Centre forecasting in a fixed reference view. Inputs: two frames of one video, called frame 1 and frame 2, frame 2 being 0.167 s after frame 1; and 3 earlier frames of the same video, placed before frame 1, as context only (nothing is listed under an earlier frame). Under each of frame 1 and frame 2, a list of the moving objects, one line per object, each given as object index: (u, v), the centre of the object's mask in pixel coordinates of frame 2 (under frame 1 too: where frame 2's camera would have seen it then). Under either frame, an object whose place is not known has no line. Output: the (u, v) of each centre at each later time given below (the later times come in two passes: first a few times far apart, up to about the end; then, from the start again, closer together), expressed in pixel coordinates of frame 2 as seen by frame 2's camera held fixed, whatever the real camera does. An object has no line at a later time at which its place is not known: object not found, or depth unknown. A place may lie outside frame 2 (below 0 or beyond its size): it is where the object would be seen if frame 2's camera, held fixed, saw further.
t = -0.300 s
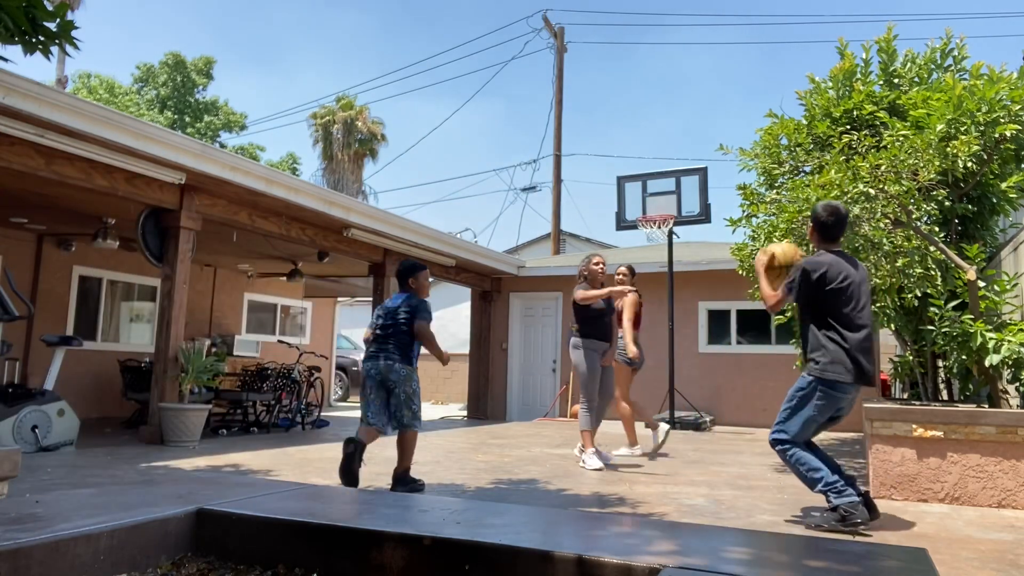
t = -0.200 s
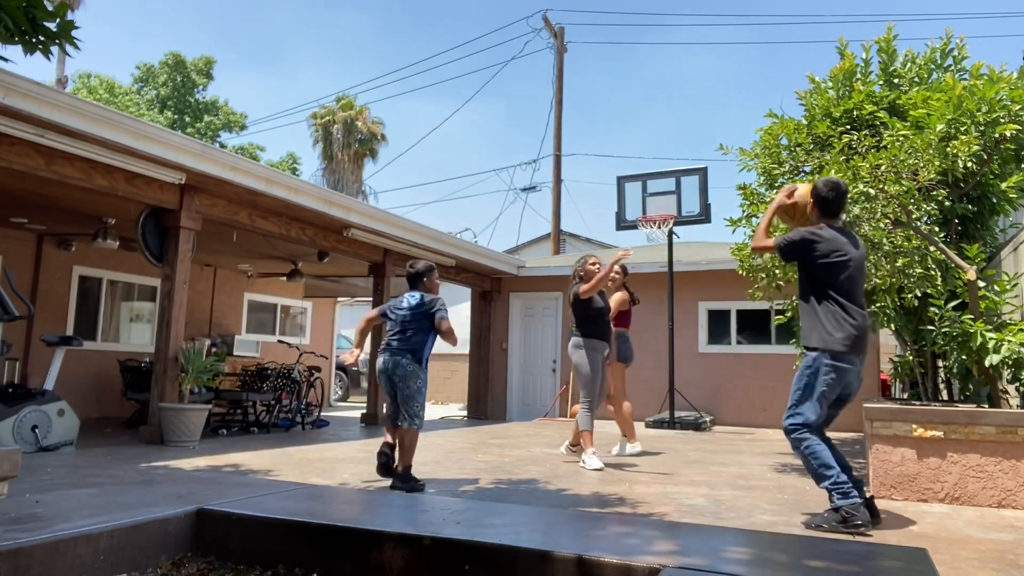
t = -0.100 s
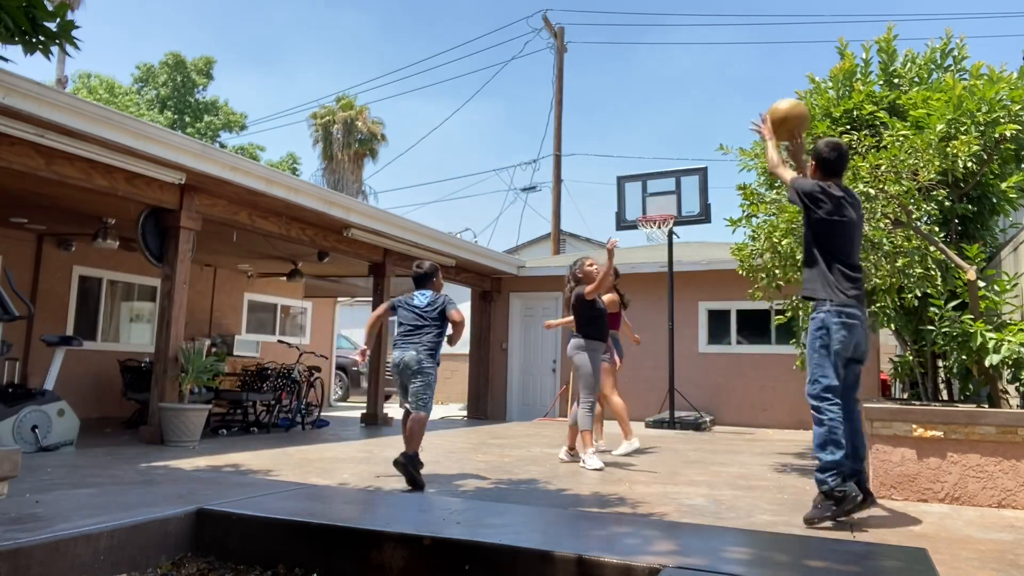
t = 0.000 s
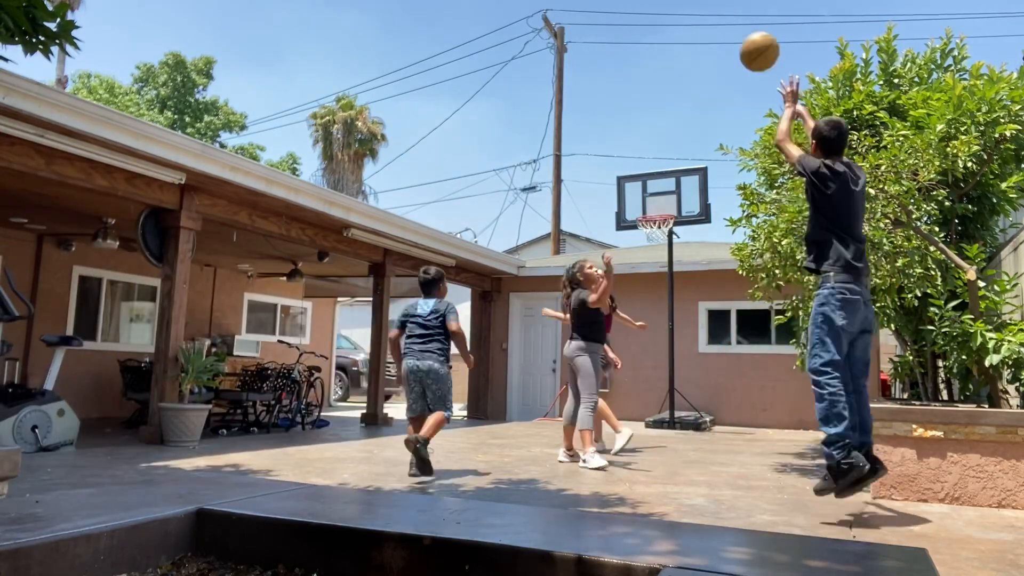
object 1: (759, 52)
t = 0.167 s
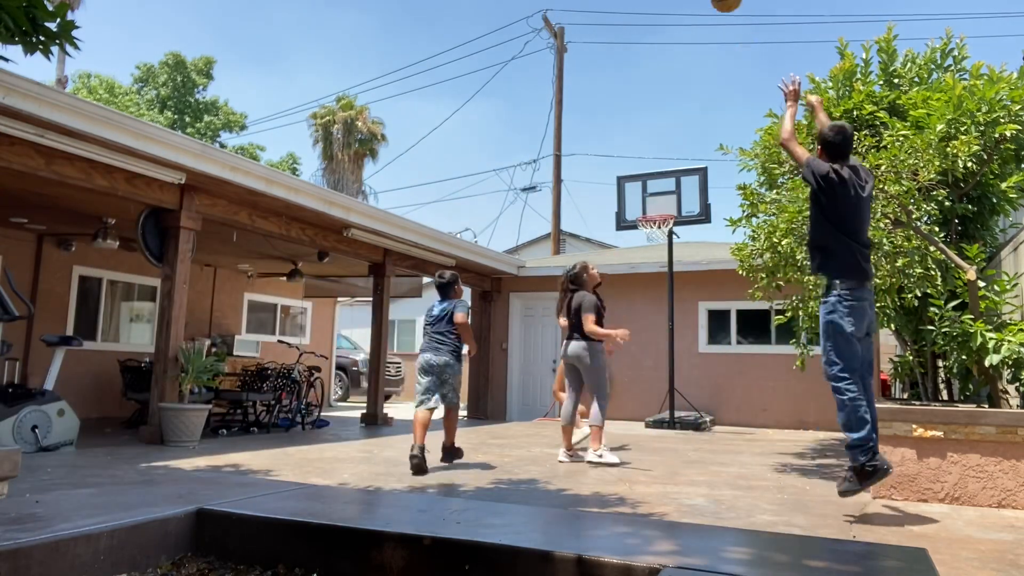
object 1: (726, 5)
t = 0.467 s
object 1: (688, 5)
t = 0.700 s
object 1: (668, 51)
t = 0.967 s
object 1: (649, 146)
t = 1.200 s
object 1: (630, 205)
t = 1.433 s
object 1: (595, 197)
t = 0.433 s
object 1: (691, 3)
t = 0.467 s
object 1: (688, 5)
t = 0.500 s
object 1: (685, 7)
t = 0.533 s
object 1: (682, 10)
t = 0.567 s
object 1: (679, 16)
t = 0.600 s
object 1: (676, 23)
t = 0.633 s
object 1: (673, 32)
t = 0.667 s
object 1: (671, 41)
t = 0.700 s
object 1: (668, 51)
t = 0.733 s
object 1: (665, 61)
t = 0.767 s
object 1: (663, 72)
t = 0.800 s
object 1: (661, 83)
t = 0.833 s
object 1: (658, 95)
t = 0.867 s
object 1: (656, 107)
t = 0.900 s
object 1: (654, 120)
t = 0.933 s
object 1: (652, 133)
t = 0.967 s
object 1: (649, 146)
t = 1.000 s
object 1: (647, 160)
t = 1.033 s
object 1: (645, 174)
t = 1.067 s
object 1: (643, 189)
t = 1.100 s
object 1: (641, 205)
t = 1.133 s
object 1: (638, 211)
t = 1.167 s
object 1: (635, 209)
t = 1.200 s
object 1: (630, 205)
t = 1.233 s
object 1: (625, 202)
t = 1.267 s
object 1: (620, 199)
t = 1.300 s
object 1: (615, 197)
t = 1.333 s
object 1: (610, 196)
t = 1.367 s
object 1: (605, 196)
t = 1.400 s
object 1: (600, 196)
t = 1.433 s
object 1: (595, 197)
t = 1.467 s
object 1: (590, 199)
